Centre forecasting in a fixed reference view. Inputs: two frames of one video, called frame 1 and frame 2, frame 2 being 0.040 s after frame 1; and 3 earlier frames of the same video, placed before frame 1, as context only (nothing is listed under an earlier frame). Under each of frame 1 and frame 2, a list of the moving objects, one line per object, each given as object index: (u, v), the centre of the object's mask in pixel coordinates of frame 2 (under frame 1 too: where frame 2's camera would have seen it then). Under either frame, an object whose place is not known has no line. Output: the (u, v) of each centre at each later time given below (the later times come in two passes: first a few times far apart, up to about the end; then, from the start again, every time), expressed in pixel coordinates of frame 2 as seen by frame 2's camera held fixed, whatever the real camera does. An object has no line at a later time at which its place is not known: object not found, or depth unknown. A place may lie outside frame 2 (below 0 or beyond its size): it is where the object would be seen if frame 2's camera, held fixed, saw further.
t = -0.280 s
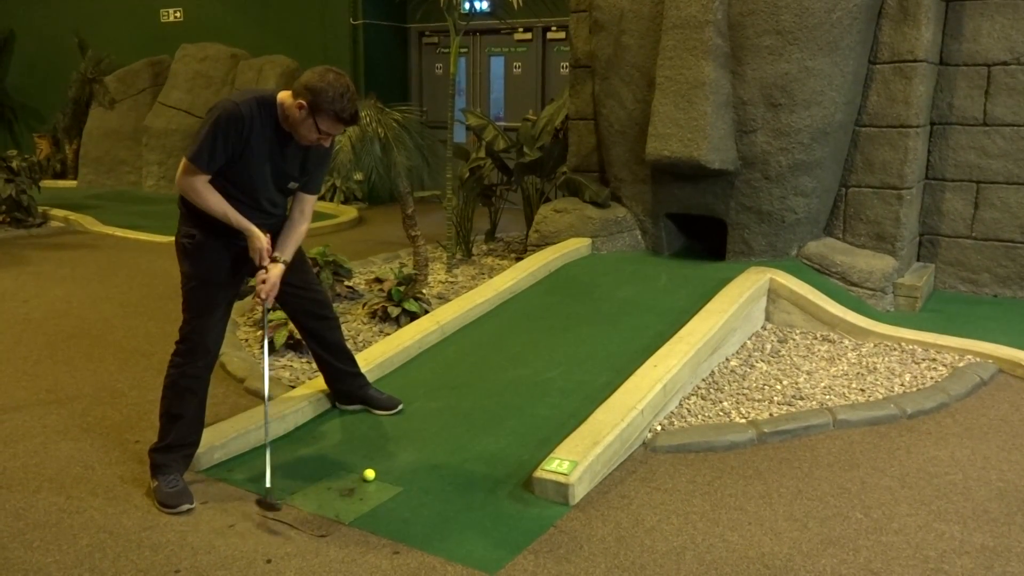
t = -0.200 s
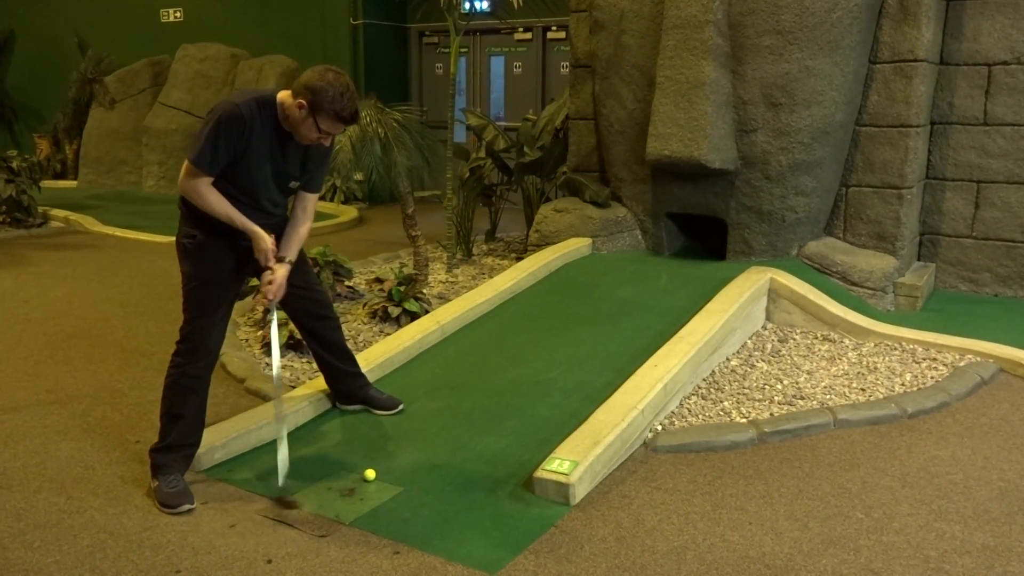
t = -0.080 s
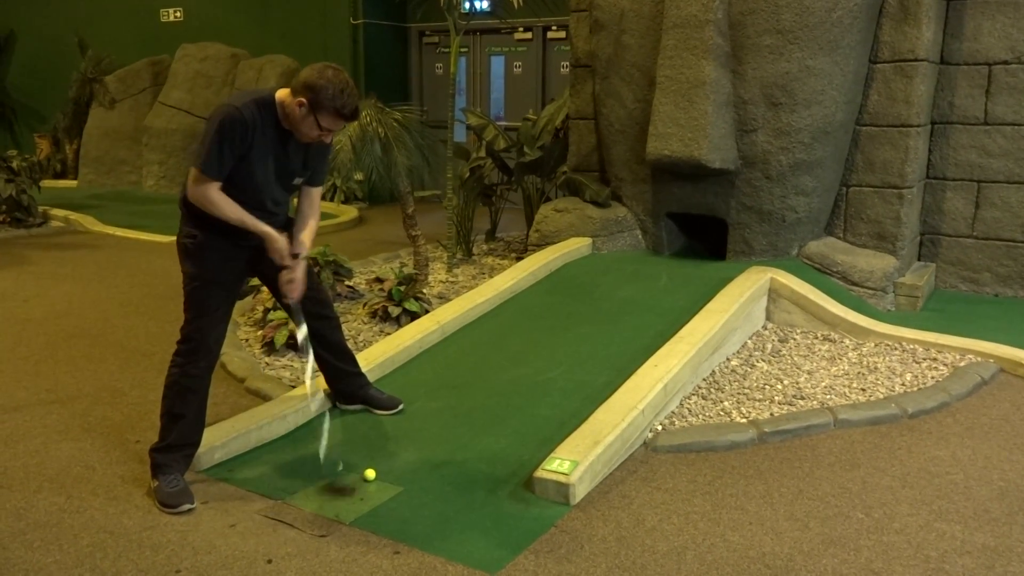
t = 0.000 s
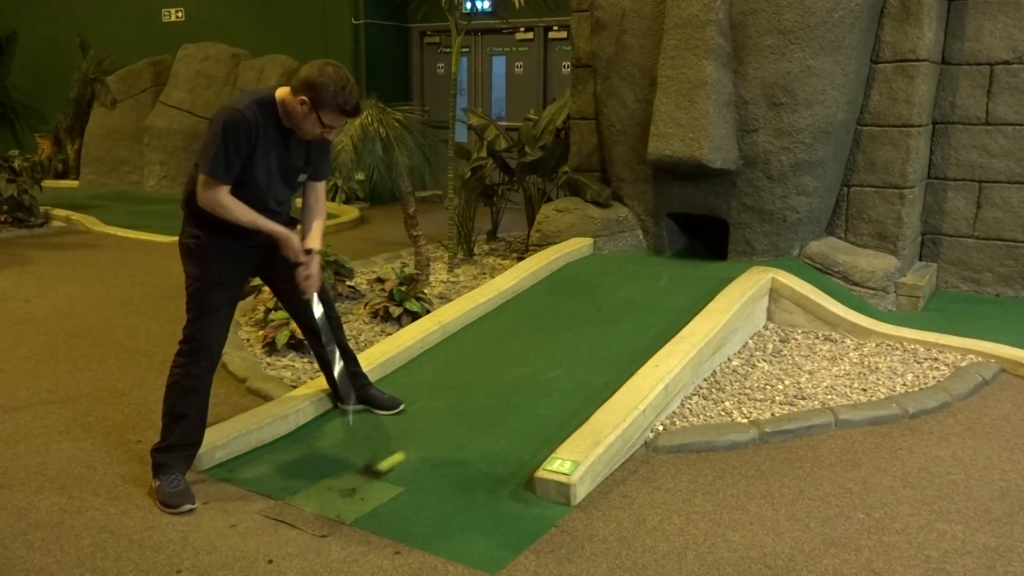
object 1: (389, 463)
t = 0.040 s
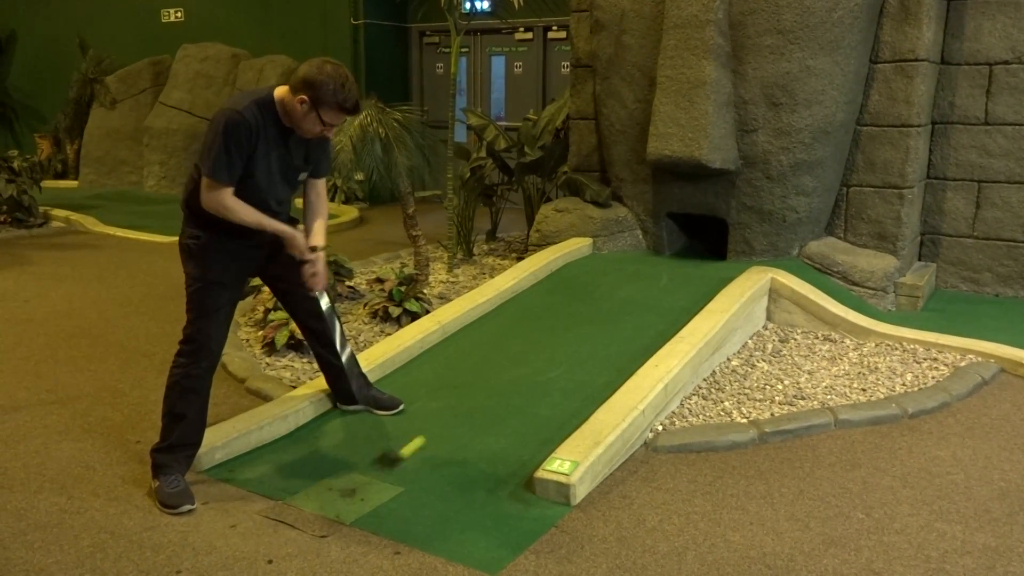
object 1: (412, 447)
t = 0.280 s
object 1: (501, 380)
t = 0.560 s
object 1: (563, 332)
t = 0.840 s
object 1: (605, 298)
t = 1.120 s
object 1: (634, 274)
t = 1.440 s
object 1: (659, 261)
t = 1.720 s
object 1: (677, 254)
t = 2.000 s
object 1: (698, 247)
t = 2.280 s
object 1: (704, 254)
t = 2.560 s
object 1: (711, 257)
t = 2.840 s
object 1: (717, 259)
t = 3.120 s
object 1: (719, 261)
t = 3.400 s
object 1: (717, 261)
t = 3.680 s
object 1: (715, 261)
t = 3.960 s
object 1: (714, 260)
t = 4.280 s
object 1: (711, 259)
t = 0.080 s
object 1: (431, 432)
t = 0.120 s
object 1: (448, 420)
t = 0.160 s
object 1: (464, 409)
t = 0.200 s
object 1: (477, 399)
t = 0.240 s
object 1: (489, 389)
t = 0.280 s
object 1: (501, 380)
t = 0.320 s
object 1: (511, 372)
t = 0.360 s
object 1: (522, 364)
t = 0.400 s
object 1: (531, 358)
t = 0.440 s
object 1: (540, 351)
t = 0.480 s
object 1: (548, 344)
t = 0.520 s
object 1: (556, 338)
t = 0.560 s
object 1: (563, 332)
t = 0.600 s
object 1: (570, 326)
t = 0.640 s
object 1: (577, 321)
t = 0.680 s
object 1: (583, 316)
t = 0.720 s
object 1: (589, 311)
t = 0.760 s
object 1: (595, 307)
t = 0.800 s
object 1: (600, 303)
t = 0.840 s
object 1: (605, 298)
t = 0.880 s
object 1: (610, 294)
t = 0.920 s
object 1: (614, 290)
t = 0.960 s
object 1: (619, 287)
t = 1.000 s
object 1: (623, 284)
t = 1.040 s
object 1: (627, 280)
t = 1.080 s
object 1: (631, 277)
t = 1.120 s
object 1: (634, 274)
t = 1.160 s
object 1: (638, 271)
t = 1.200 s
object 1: (641, 269)
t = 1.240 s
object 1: (644, 267)
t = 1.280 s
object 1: (647, 265)
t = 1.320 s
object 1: (650, 264)
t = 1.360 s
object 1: (653, 263)
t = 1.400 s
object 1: (656, 262)
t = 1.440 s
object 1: (659, 261)
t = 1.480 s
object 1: (662, 260)
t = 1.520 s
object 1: (664, 259)
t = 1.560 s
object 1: (667, 258)
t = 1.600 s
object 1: (669, 257)
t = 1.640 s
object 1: (672, 256)
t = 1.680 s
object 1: (674, 255)
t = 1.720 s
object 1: (677, 254)
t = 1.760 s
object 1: (680, 254)
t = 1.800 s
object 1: (682, 252)
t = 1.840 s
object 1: (685, 251)
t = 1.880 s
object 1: (689, 250)
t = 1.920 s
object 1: (692, 249)
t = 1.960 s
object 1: (695, 248)
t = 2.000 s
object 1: (698, 247)
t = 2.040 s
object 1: (701, 246)
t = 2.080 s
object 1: (701, 248)
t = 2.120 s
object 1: (701, 249)
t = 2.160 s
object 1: (701, 250)
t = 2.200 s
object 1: (702, 252)
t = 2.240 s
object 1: (703, 253)
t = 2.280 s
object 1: (704, 254)
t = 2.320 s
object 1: (705, 254)
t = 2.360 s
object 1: (706, 255)
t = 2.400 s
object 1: (707, 255)
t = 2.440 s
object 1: (708, 256)
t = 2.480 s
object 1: (709, 256)
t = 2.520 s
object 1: (710, 257)
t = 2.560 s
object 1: (711, 257)
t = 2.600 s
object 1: (713, 258)
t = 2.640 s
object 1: (714, 258)
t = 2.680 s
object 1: (715, 258)
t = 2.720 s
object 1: (715, 258)
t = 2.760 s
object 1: (716, 259)
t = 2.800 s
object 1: (717, 259)
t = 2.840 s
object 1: (717, 259)
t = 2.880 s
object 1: (718, 260)
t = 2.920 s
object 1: (718, 260)
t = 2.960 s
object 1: (718, 260)
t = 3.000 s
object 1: (718, 260)
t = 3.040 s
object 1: (719, 260)
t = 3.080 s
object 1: (719, 261)
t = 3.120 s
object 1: (719, 261)
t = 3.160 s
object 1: (719, 261)
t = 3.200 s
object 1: (719, 261)
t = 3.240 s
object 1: (718, 261)
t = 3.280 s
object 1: (718, 261)
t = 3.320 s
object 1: (718, 261)
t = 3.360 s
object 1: (717, 261)
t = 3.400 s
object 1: (717, 261)
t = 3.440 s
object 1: (716, 261)
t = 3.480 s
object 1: (716, 261)
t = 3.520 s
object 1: (715, 261)
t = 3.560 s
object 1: (715, 261)
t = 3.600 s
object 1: (715, 261)
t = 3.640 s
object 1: (715, 261)
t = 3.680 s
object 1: (715, 261)
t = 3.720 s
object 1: (715, 261)
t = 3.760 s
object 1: (715, 261)
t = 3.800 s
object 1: (714, 261)
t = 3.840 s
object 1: (714, 261)
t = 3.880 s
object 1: (714, 261)
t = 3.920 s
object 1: (714, 260)
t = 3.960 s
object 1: (714, 260)
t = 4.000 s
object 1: (714, 260)
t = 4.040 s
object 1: (713, 260)
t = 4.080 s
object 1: (713, 260)
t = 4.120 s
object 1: (713, 260)
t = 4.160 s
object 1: (712, 260)
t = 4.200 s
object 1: (712, 260)
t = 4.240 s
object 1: (712, 260)
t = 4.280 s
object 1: (711, 259)
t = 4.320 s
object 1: (710, 260)
